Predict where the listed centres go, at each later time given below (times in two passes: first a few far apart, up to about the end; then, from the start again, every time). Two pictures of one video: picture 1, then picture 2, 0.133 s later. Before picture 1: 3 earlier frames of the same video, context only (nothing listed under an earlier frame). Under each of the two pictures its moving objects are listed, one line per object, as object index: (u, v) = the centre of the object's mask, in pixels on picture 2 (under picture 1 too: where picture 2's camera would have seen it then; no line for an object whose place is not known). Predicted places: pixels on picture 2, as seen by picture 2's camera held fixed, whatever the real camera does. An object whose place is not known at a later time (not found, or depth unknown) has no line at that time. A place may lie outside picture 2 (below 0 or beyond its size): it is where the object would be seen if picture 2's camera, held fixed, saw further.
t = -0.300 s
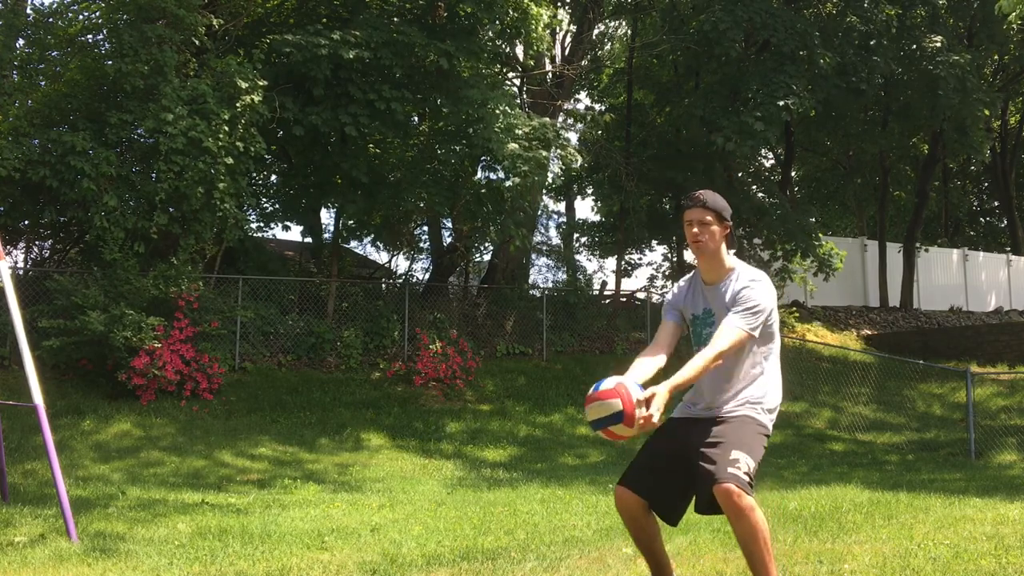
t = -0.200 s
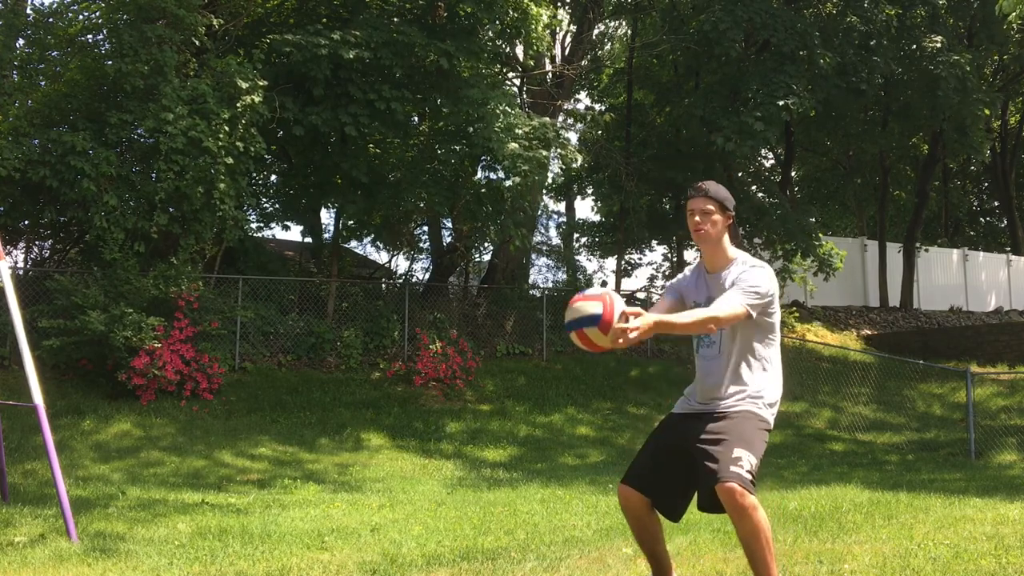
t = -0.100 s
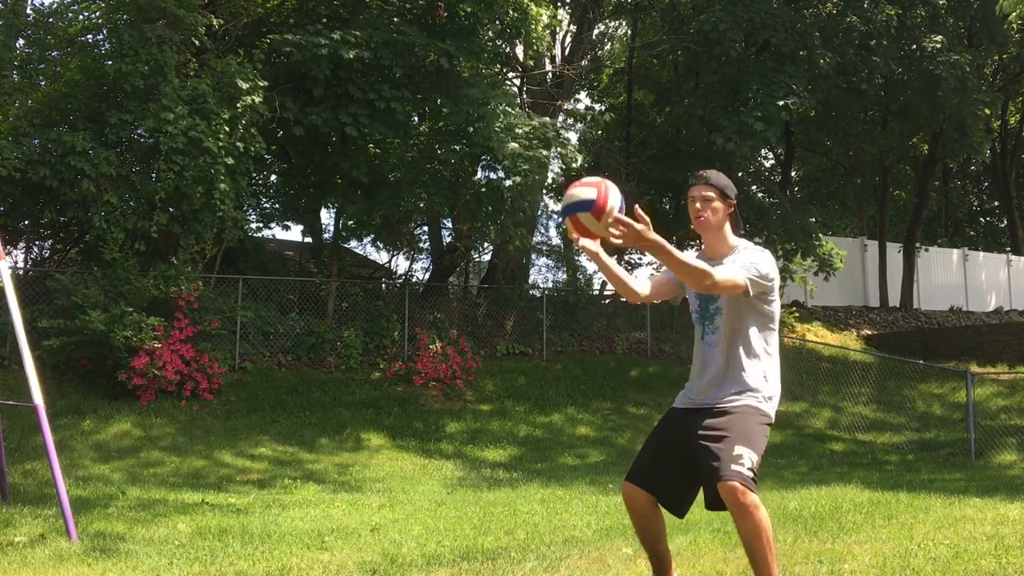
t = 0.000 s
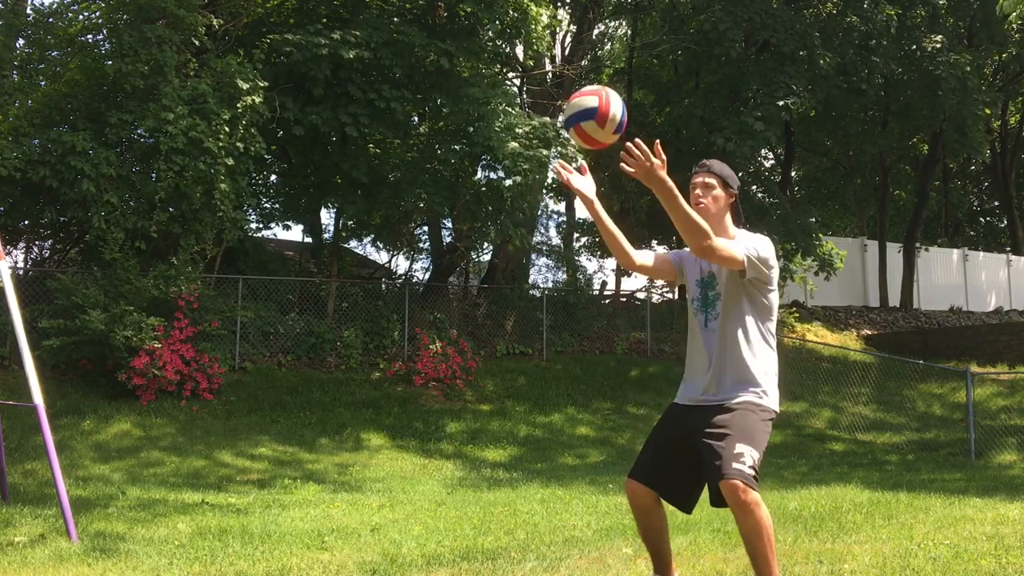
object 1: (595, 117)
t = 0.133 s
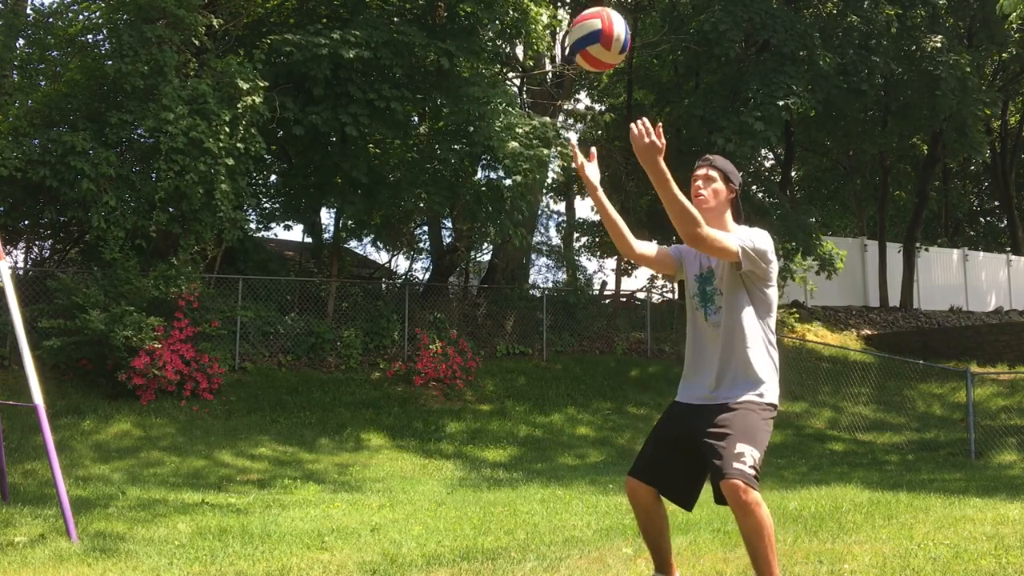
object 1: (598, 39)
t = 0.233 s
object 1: (602, 20)
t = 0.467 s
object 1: (608, 55)
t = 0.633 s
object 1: (613, 176)
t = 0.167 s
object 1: (599, 29)
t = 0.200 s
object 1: (600, 23)
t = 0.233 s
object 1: (602, 20)
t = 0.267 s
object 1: (602, 19)
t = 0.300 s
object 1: (603, 19)
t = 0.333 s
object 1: (604, 20)
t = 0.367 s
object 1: (605, 23)
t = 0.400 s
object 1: (606, 29)
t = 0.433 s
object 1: (607, 40)
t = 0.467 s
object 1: (608, 55)
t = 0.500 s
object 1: (609, 73)
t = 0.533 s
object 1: (610, 94)
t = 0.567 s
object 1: (611, 119)
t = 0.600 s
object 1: (613, 146)
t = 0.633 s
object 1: (613, 176)
